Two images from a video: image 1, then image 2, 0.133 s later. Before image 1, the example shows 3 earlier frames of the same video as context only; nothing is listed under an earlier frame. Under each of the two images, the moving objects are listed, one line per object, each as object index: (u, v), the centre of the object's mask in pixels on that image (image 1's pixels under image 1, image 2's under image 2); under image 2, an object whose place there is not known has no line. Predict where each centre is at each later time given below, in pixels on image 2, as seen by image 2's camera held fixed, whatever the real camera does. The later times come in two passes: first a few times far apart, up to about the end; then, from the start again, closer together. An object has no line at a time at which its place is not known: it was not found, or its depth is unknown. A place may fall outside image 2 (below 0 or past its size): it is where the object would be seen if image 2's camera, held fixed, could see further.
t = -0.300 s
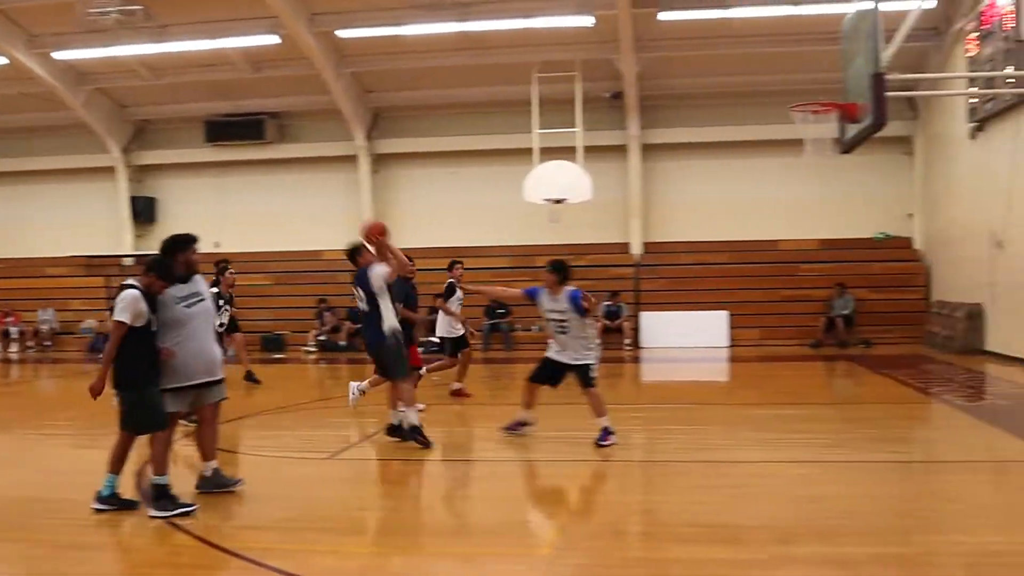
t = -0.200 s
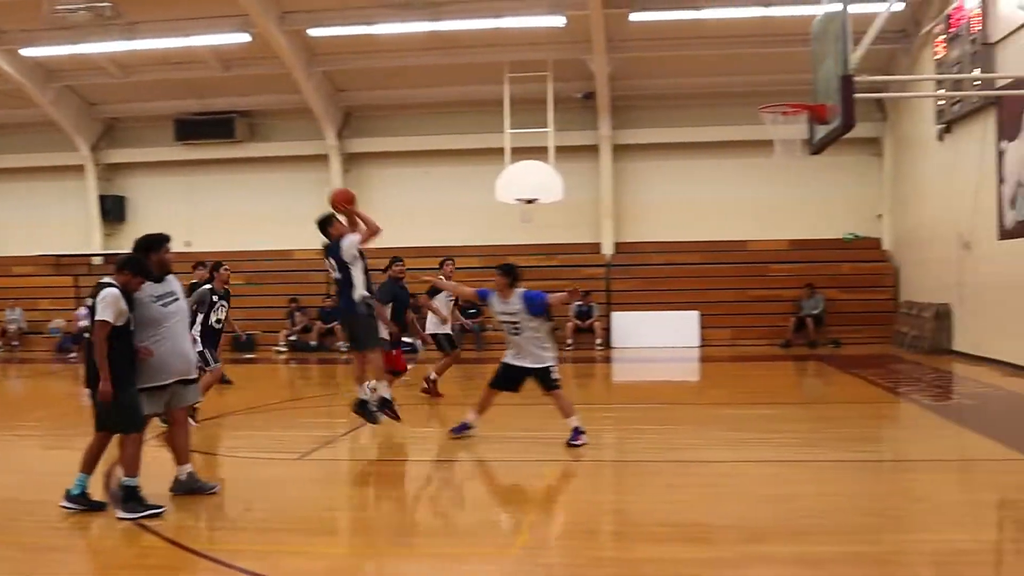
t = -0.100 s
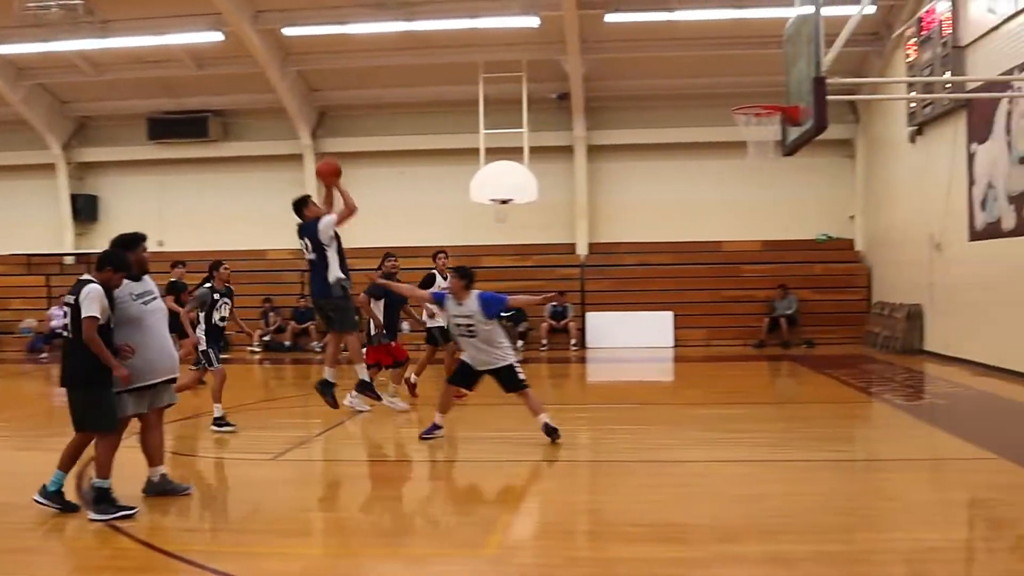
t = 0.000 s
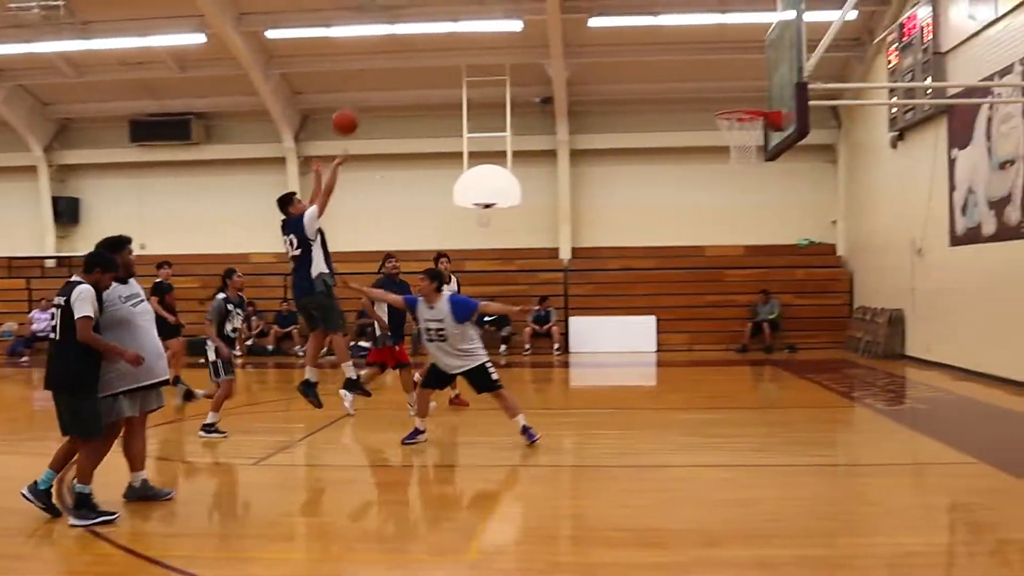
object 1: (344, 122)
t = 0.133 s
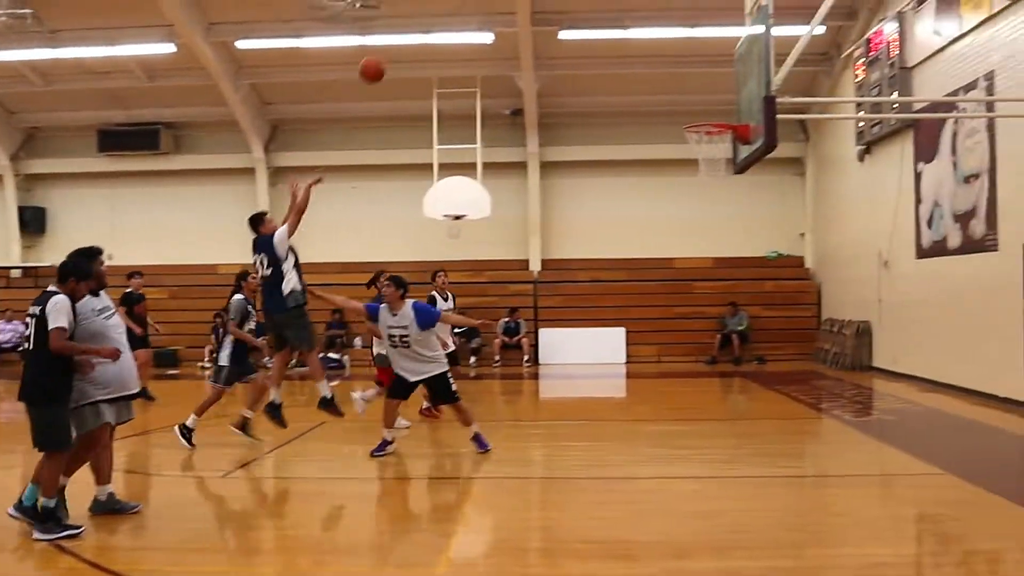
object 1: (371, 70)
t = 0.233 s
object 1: (413, 38)
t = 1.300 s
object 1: (738, 53)
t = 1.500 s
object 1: (717, 62)
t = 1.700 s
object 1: (699, 111)
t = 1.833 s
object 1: (685, 110)
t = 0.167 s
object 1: (385, 59)
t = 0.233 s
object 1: (413, 38)
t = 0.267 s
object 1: (426, 29)
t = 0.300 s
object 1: (440, 22)
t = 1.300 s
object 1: (738, 53)
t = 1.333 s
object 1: (734, 52)
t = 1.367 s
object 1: (731, 52)
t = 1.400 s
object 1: (727, 53)
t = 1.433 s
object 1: (724, 55)
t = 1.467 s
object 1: (721, 58)
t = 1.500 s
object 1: (717, 62)
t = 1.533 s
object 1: (714, 67)
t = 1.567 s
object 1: (711, 74)
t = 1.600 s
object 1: (708, 81)
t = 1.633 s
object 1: (705, 91)
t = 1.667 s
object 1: (702, 101)
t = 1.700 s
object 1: (699, 111)
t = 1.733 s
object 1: (696, 113)
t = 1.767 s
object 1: (692, 111)
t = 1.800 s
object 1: (689, 109)
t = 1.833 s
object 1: (685, 110)
